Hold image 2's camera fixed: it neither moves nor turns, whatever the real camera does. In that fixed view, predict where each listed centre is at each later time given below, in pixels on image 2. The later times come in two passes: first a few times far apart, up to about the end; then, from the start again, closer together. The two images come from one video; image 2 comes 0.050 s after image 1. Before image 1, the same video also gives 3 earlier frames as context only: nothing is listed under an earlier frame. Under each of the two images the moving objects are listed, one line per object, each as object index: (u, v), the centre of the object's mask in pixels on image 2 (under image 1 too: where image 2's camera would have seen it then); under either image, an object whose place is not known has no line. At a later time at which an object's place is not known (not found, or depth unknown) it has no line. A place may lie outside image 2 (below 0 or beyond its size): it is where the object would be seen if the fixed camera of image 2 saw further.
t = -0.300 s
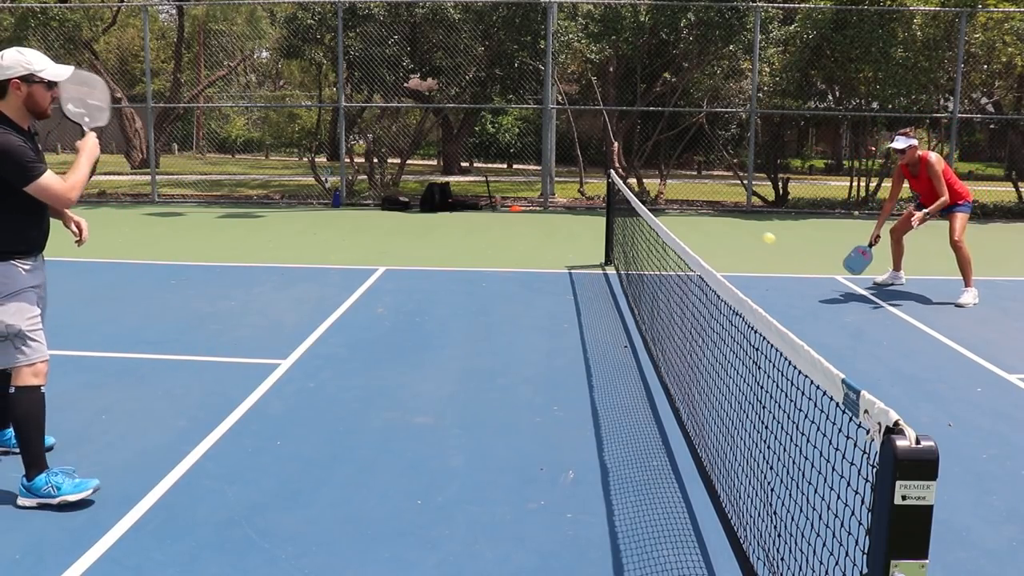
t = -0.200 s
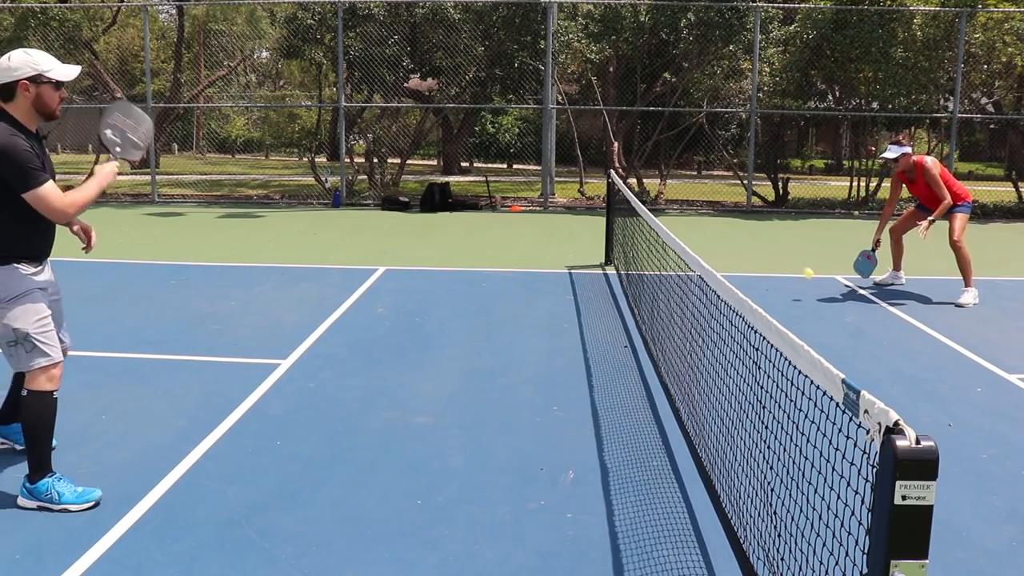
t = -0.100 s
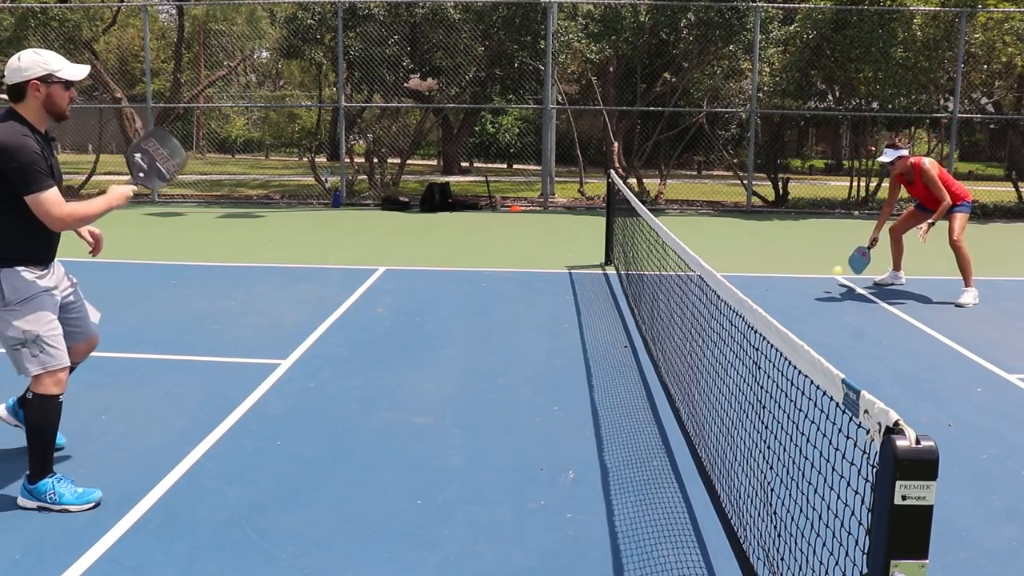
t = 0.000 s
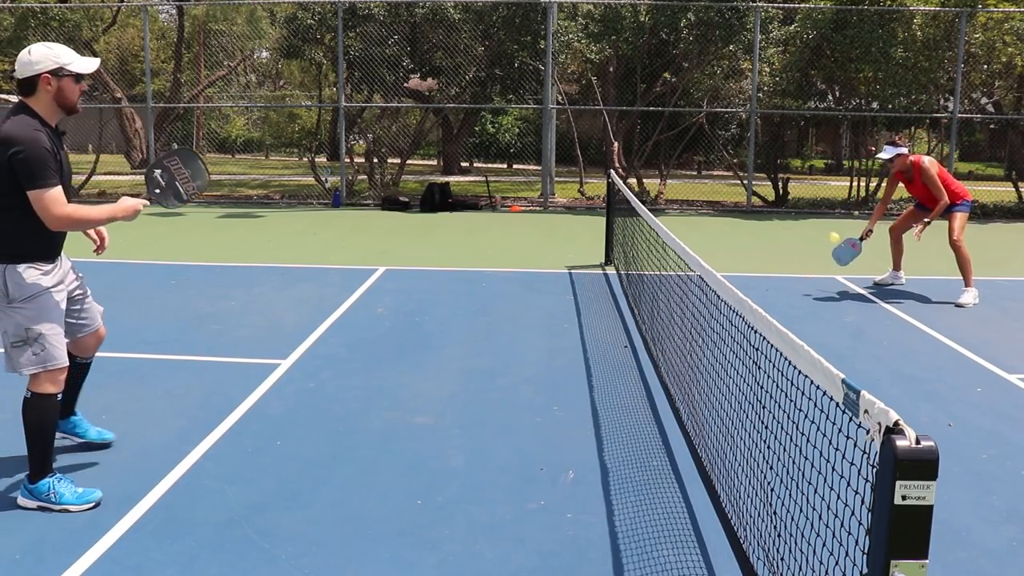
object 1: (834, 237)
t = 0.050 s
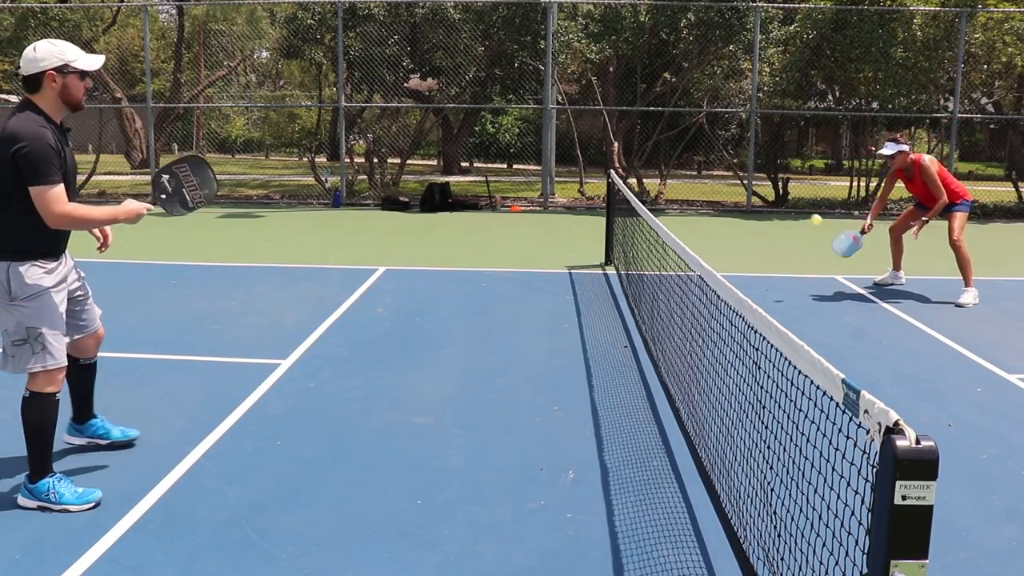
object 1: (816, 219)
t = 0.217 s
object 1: (747, 175)
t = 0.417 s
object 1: (637, 160)
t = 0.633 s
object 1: (480, 218)
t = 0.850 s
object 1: (280, 386)
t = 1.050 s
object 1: (171, 358)
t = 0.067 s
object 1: (810, 213)
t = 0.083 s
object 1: (803, 209)
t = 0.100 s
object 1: (797, 203)
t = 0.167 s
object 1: (769, 186)
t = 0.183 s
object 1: (762, 182)
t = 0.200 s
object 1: (754, 178)
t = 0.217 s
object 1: (747, 175)
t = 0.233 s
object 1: (739, 172)
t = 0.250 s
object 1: (730, 168)
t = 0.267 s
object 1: (722, 166)
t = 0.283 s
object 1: (713, 164)
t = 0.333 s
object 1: (687, 159)
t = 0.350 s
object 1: (677, 159)
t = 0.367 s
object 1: (668, 158)
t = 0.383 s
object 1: (658, 159)
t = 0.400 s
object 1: (648, 159)
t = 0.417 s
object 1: (637, 160)
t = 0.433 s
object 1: (627, 161)
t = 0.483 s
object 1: (593, 168)
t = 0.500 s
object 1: (582, 171)
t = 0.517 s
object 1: (570, 175)
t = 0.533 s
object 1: (558, 179)
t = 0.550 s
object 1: (546, 184)
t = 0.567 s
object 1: (533, 190)
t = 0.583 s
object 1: (520, 196)
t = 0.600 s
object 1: (507, 203)
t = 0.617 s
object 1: (493, 210)
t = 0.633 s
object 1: (480, 218)
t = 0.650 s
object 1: (466, 227)
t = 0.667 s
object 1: (451, 236)
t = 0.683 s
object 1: (437, 246)
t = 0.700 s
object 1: (423, 256)
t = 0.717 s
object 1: (407, 268)
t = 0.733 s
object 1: (392, 280)
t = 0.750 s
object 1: (377, 293)
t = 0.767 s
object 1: (361, 307)
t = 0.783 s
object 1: (345, 321)
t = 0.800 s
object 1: (329, 336)
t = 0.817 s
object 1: (313, 352)
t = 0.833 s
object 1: (296, 369)
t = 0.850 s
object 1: (280, 386)
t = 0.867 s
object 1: (264, 403)
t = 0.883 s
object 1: (247, 423)
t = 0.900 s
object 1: (236, 427)
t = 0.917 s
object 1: (228, 414)
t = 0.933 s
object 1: (221, 407)
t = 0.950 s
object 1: (214, 399)
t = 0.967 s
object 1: (207, 391)
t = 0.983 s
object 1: (200, 383)
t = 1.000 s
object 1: (192, 376)
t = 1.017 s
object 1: (185, 370)
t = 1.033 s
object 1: (178, 365)
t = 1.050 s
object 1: (171, 358)
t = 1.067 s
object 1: (163, 354)
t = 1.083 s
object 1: (155, 349)
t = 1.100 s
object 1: (148, 345)
